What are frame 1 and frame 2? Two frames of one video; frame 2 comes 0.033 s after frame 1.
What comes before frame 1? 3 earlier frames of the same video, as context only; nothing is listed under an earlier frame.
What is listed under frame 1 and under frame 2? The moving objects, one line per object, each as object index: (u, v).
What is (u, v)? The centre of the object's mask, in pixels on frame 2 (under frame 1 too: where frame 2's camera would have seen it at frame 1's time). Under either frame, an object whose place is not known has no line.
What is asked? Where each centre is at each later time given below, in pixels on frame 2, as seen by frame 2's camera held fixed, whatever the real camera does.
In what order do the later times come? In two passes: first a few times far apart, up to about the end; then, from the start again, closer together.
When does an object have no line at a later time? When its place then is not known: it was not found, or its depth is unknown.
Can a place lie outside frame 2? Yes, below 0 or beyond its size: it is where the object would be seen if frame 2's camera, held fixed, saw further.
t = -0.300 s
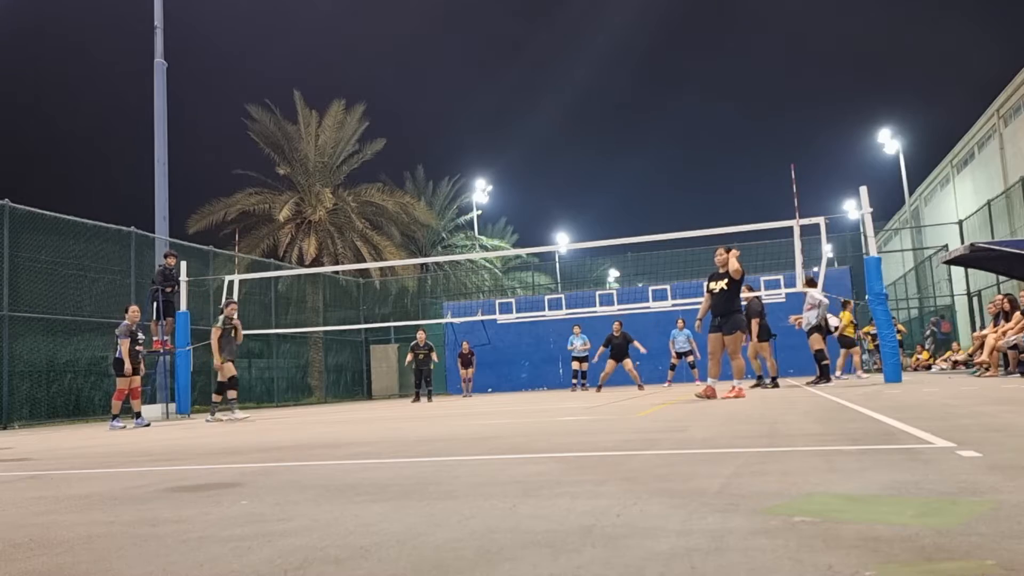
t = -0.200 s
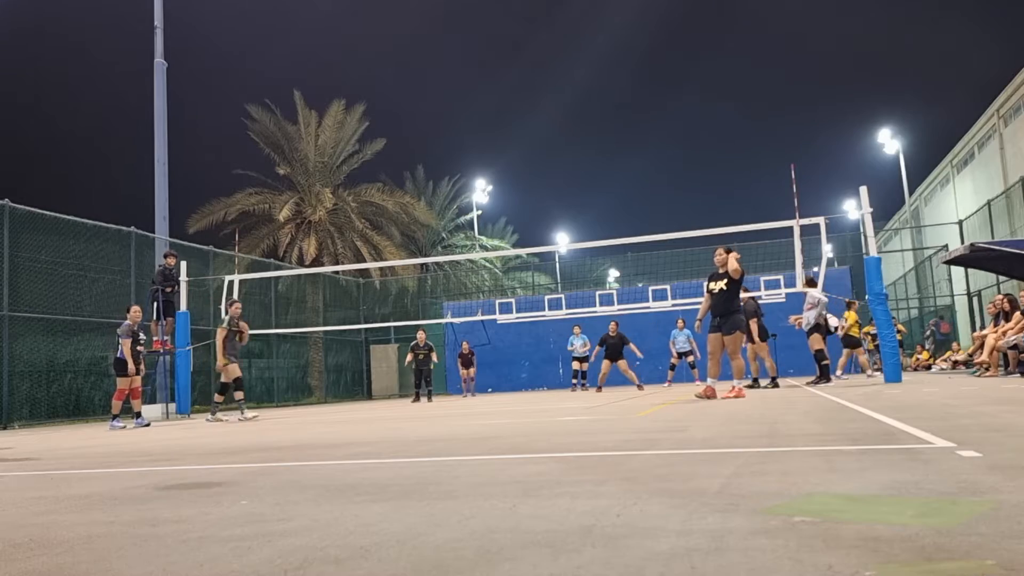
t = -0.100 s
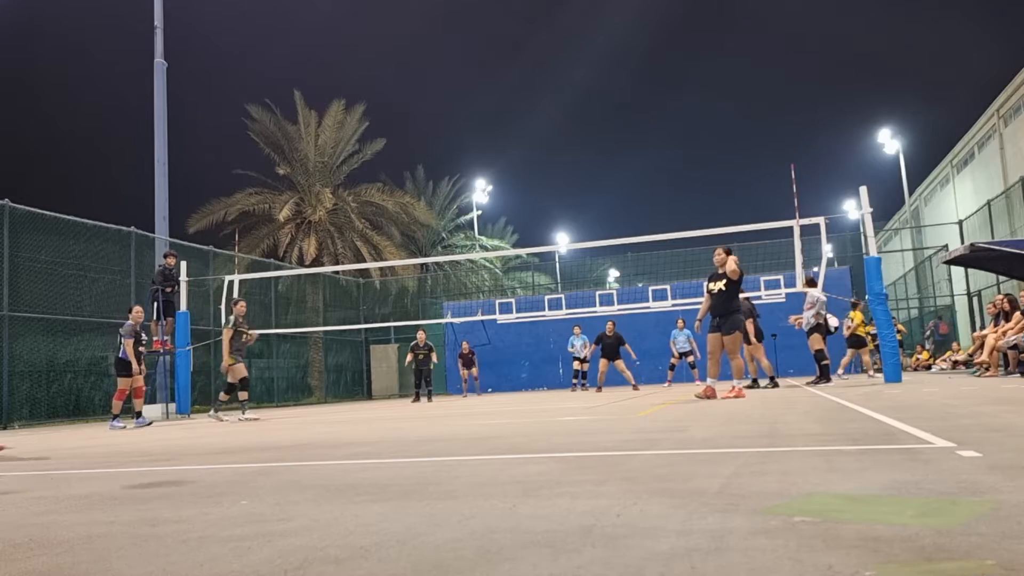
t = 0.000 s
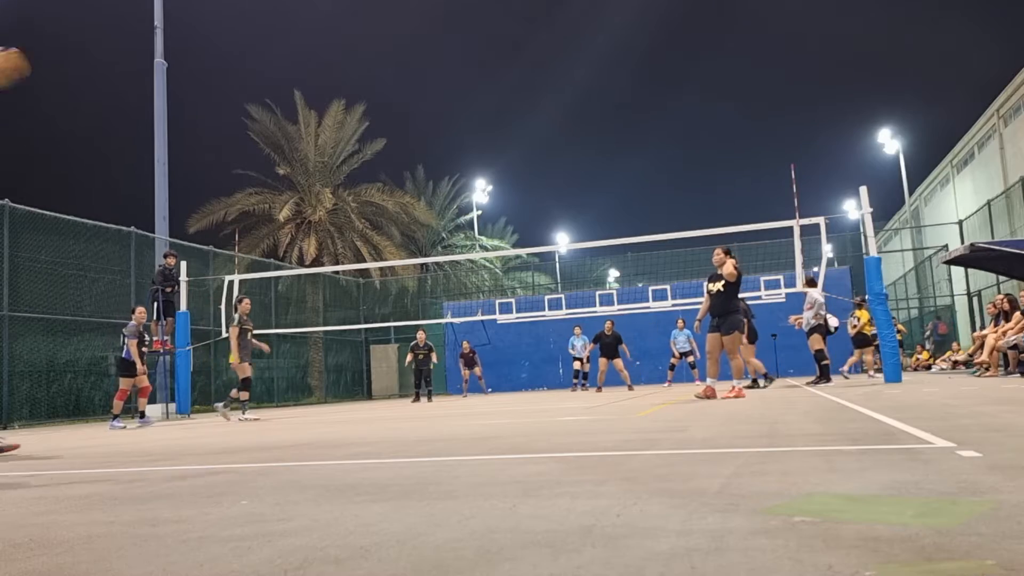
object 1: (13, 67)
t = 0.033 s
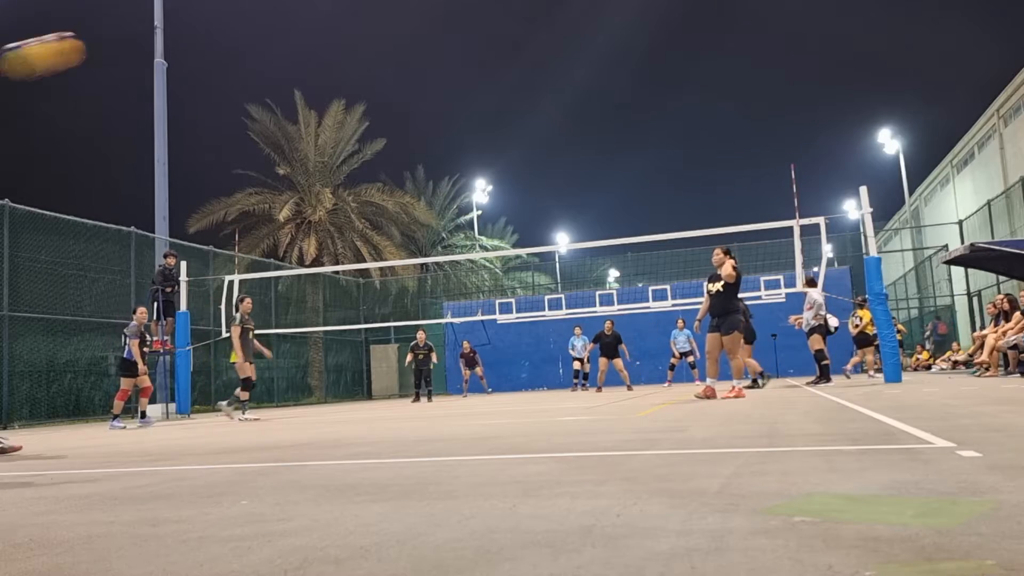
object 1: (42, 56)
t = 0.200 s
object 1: (252, 14)
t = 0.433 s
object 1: (408, 25)
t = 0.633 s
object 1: (484, 63)
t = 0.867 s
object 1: (545, 121)
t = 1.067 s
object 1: (585, 182)
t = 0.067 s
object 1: (95, 42)
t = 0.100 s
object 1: (143, 30)
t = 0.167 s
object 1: (220, 17)
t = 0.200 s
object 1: (252, 14)
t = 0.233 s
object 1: (281, 12)
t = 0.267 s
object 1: (307, 12)
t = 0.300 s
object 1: (331, 12)
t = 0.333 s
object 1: (353, 14)
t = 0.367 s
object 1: (373, 17)
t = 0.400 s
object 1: (391, 20)
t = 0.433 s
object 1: (408, 25)
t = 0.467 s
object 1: (423, 30)
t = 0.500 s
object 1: (437, 35)
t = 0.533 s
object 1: (450, 42)
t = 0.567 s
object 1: (462, 48)
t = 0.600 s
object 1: (473, 55)
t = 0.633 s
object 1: (484, 63)
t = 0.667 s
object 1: (494, 70)
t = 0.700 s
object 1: (503, 78)
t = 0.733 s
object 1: (513, 86)
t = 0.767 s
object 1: (521, 94)
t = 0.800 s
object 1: (530, 103)
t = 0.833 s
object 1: (537, 112)
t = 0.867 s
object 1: (545, 121)
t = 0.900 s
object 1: (552, 130)
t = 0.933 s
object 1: (559, 140)
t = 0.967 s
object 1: (565, 150)
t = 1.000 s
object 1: (572, 160)
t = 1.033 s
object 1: (579, 171)
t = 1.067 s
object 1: (585, 182)
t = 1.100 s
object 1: (590, 192)
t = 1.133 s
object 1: (596, 203)
